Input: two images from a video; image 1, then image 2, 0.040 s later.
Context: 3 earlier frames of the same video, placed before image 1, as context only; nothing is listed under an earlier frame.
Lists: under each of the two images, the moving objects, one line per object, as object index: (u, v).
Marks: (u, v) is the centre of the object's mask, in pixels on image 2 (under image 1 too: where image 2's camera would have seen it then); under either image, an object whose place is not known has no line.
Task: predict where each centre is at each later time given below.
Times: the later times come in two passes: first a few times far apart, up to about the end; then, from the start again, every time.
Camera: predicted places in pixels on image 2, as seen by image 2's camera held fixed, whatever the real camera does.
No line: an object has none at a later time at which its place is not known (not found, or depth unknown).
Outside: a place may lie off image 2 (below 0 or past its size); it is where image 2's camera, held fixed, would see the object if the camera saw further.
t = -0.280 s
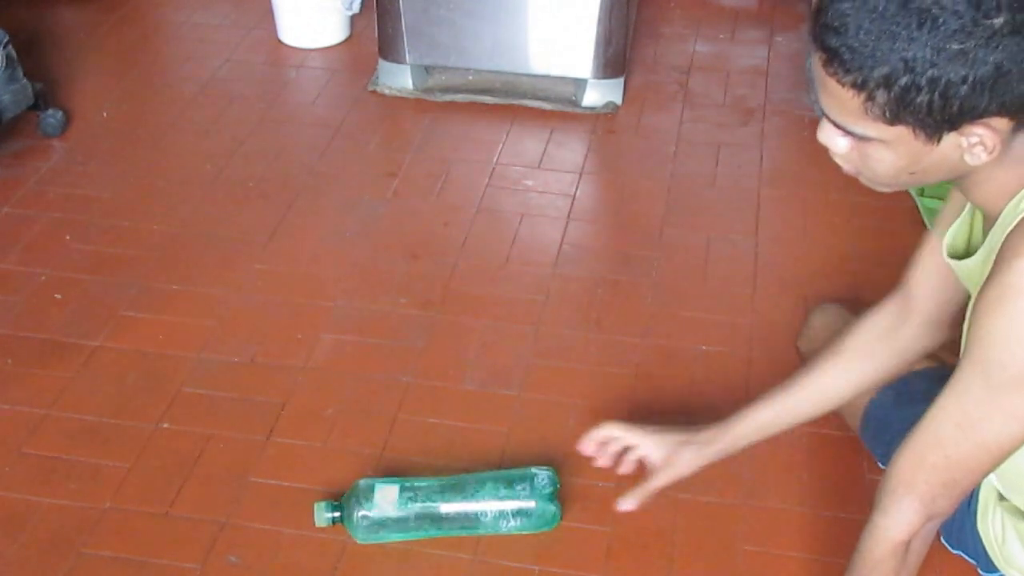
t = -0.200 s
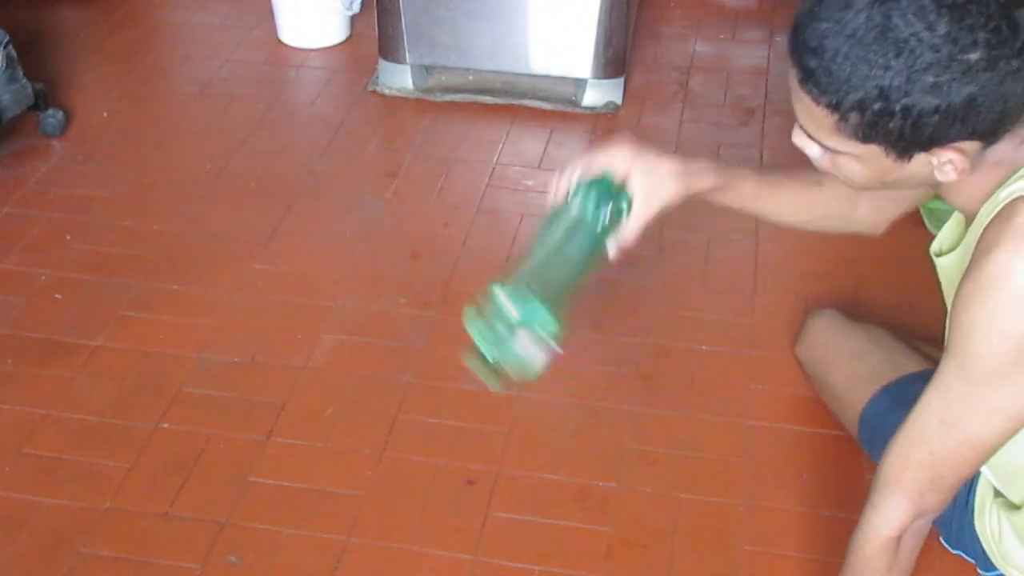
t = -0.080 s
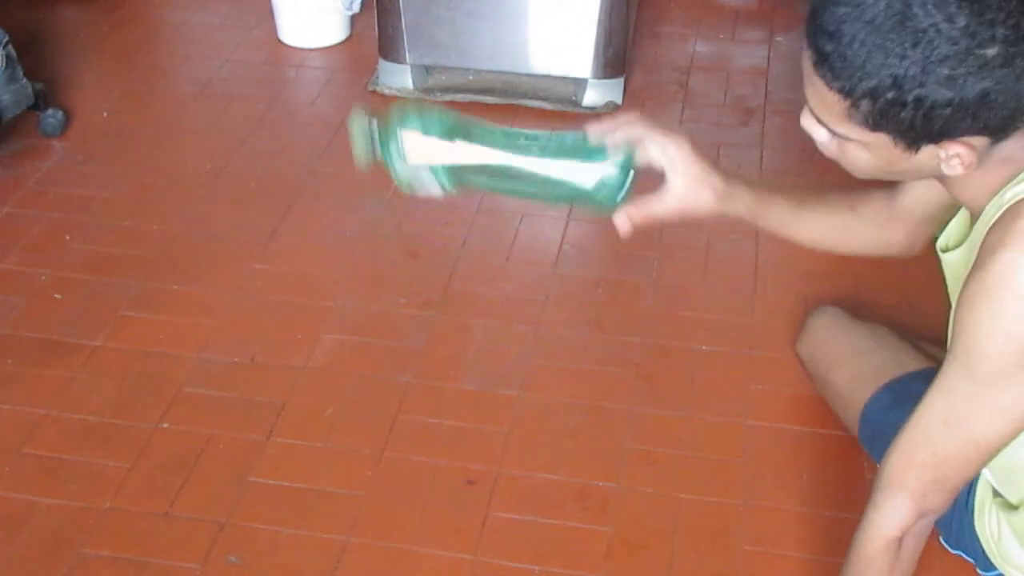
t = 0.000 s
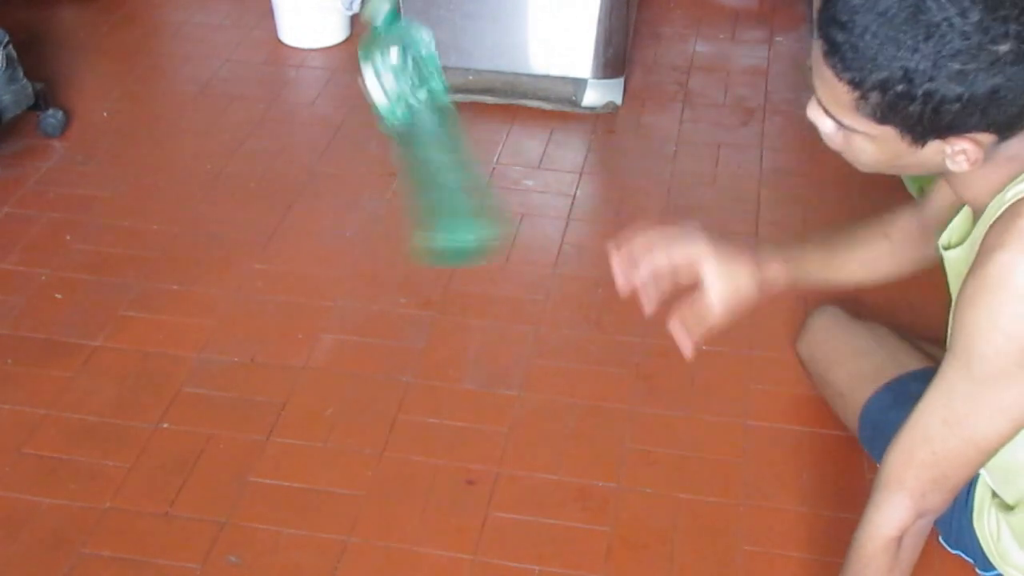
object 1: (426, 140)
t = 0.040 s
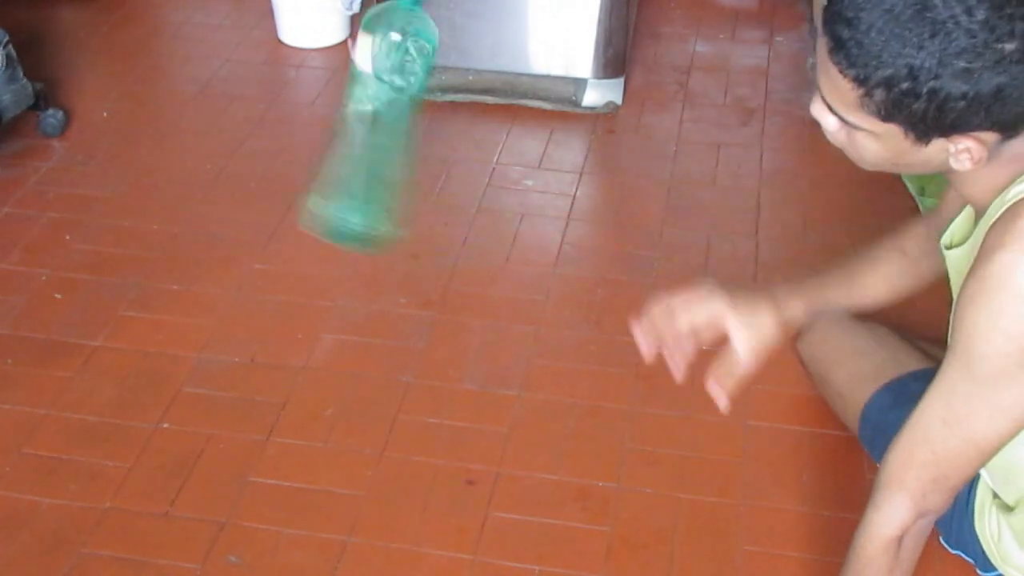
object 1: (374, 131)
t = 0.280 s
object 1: (318, 205)
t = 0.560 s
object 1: (338, 454)
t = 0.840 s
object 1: (334, 439)
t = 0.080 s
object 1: (333, 104)
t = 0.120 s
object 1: (312, 85)
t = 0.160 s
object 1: (307, 85)
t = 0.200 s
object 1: (309, 107)
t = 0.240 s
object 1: (313, 148)
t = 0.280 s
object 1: (318, 205)
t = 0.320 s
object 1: (321, 271)
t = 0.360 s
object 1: (326, 344)
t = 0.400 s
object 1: (339, 387)
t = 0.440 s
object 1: (346, 426)
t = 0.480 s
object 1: (339, 457)
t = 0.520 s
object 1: (339, 456)
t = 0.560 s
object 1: (338, 454)
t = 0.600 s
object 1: (337, 452)
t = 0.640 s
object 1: (336, 449)
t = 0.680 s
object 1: (335, 447)
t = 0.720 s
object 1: (335, 445)
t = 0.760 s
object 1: (335, 443)
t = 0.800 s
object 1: (334, 442)
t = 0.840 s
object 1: (334, 439)
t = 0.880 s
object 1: (332, 435)
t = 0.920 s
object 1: (332, 432)
